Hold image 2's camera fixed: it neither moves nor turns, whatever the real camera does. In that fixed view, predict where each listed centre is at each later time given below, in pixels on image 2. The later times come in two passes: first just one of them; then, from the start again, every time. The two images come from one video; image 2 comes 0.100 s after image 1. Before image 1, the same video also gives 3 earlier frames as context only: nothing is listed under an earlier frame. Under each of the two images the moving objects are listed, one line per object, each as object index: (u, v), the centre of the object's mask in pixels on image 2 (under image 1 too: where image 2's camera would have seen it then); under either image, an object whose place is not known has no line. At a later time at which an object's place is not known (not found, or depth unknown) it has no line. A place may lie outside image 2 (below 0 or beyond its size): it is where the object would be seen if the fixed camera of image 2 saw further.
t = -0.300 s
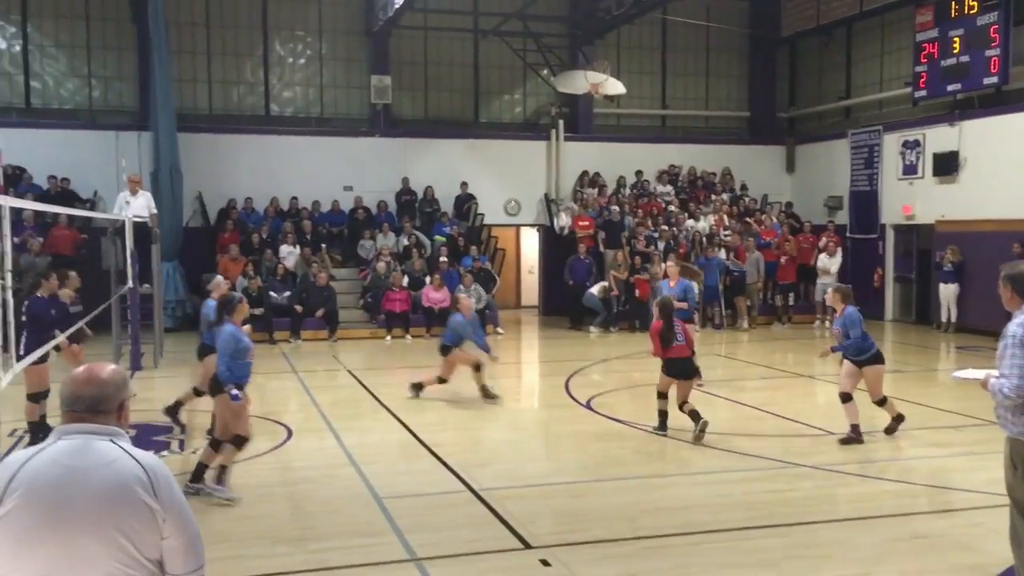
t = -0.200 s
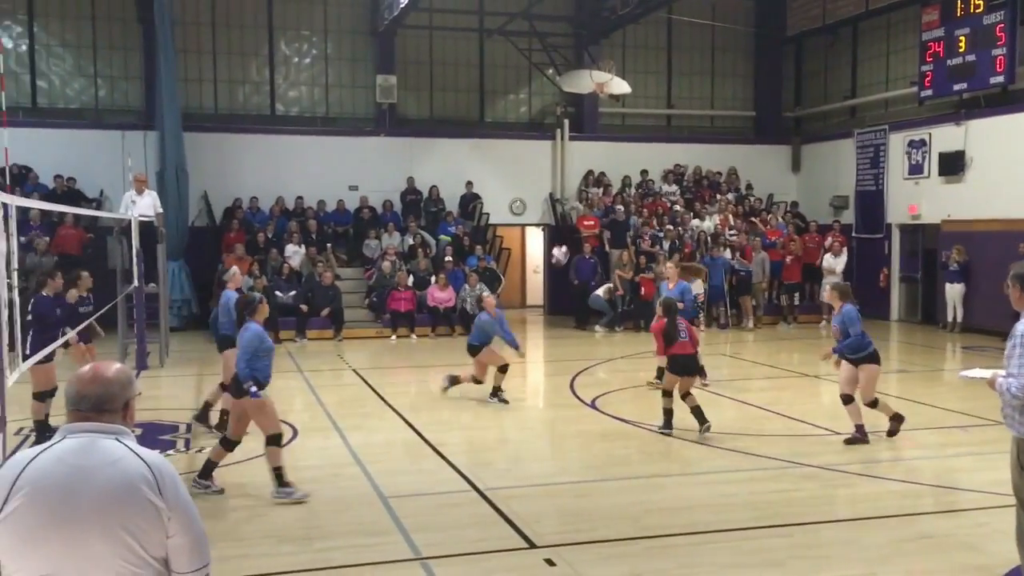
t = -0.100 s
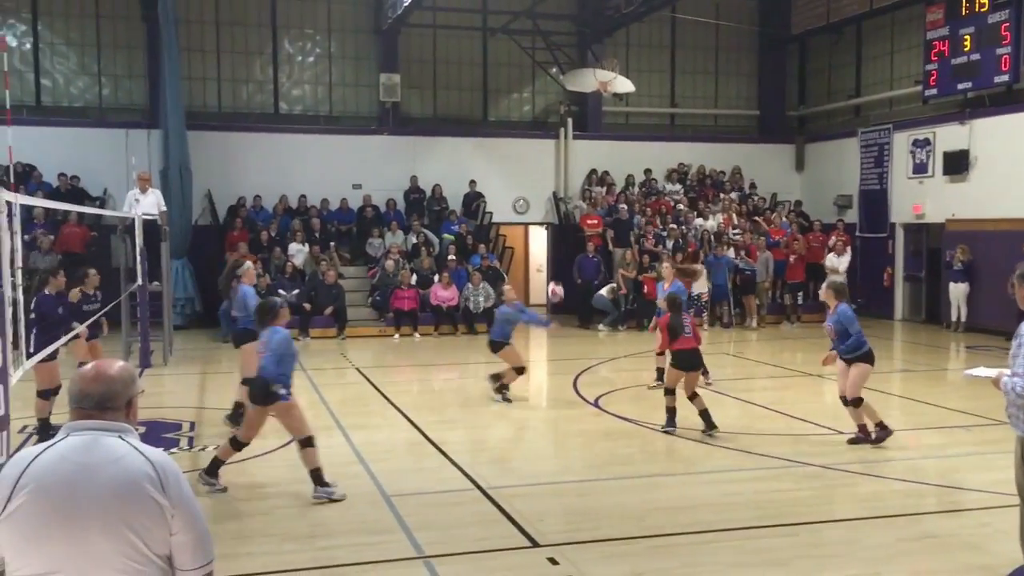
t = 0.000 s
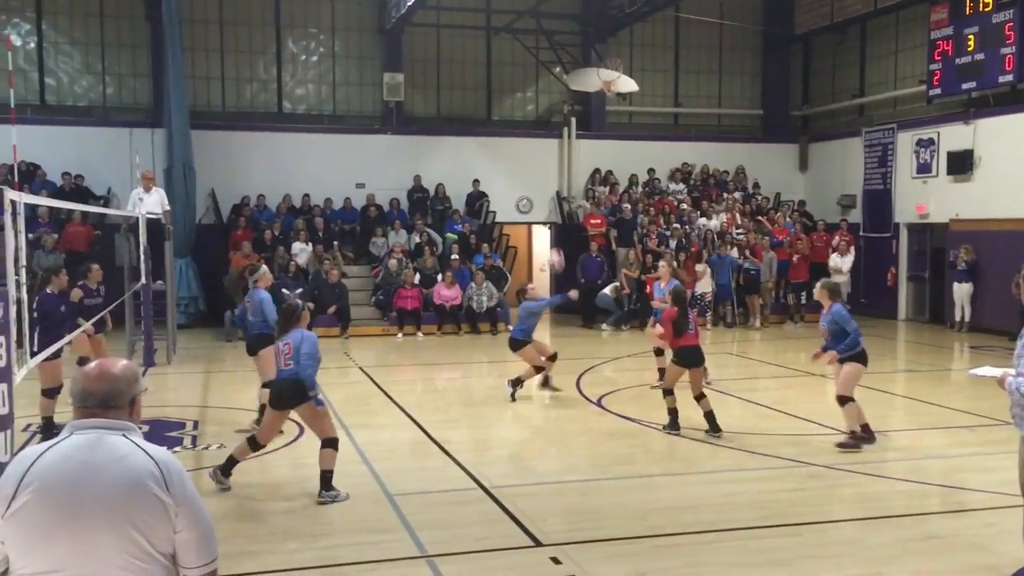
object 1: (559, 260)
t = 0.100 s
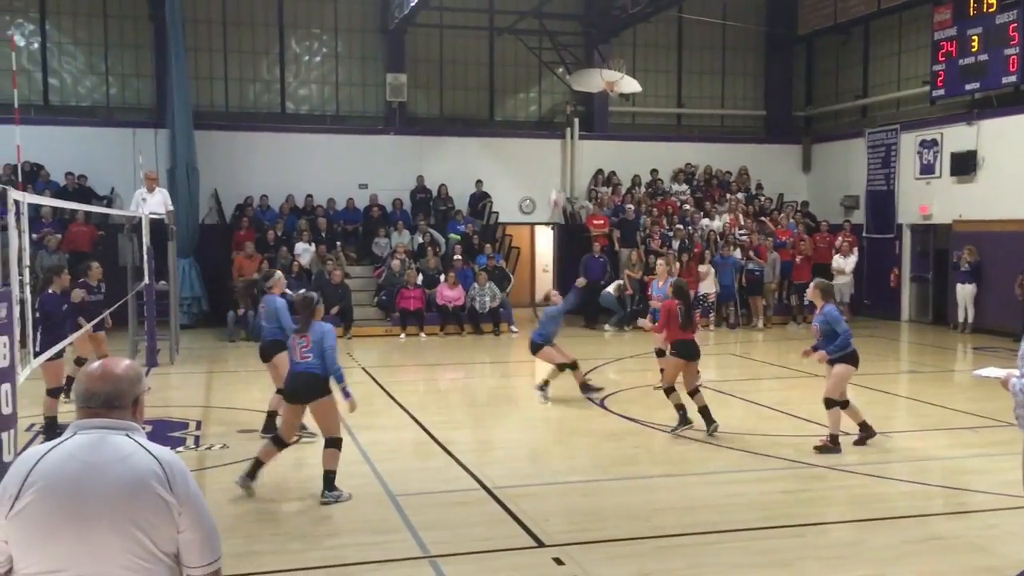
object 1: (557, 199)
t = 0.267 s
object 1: (553, 116)
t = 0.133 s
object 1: (557, 180)
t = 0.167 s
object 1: (555, 163)
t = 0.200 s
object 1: (556, 146)
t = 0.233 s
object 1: (555, 130)
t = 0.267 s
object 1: (553, 116)
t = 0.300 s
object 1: (553, 103)
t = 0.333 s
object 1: (554, 89)
